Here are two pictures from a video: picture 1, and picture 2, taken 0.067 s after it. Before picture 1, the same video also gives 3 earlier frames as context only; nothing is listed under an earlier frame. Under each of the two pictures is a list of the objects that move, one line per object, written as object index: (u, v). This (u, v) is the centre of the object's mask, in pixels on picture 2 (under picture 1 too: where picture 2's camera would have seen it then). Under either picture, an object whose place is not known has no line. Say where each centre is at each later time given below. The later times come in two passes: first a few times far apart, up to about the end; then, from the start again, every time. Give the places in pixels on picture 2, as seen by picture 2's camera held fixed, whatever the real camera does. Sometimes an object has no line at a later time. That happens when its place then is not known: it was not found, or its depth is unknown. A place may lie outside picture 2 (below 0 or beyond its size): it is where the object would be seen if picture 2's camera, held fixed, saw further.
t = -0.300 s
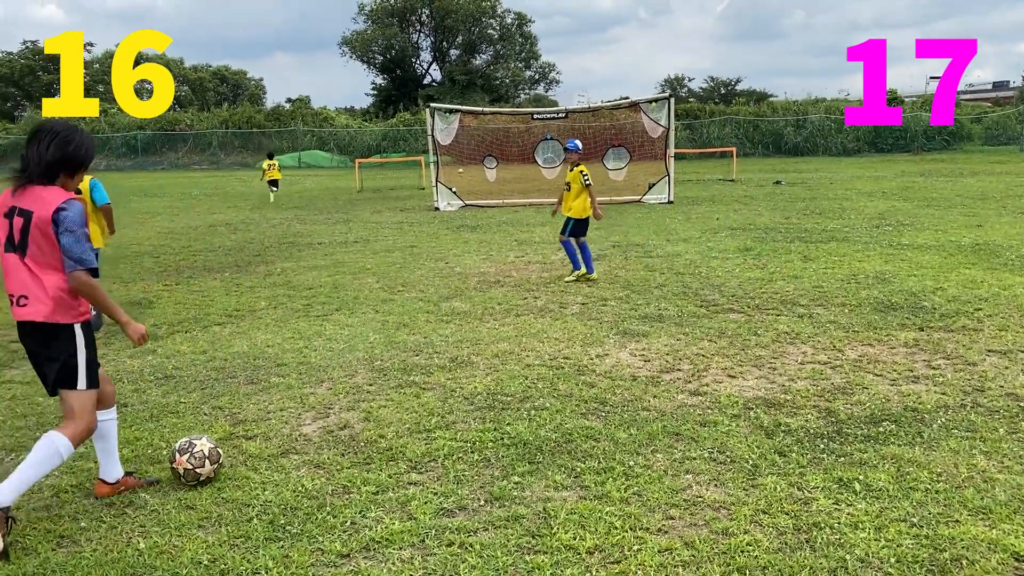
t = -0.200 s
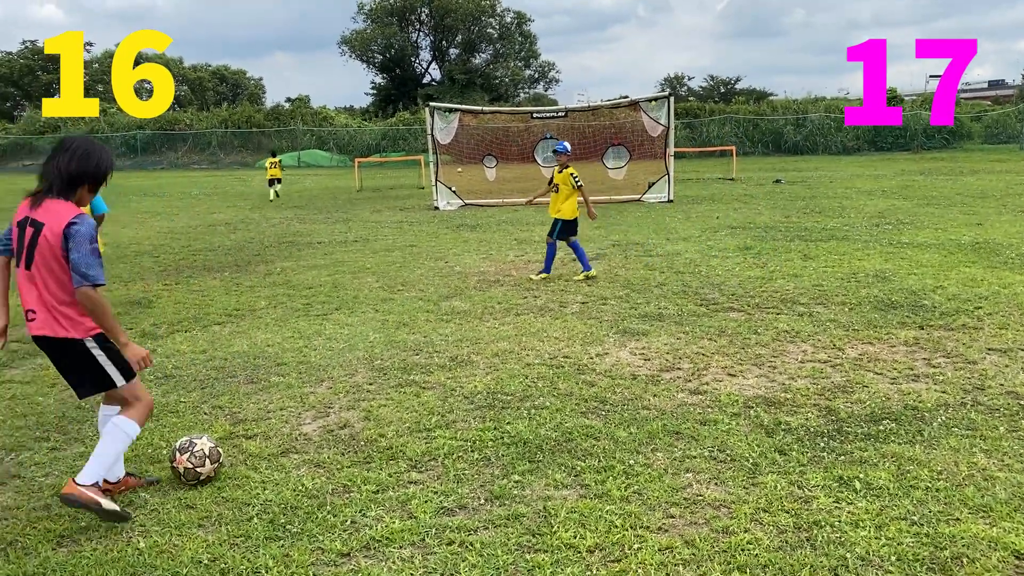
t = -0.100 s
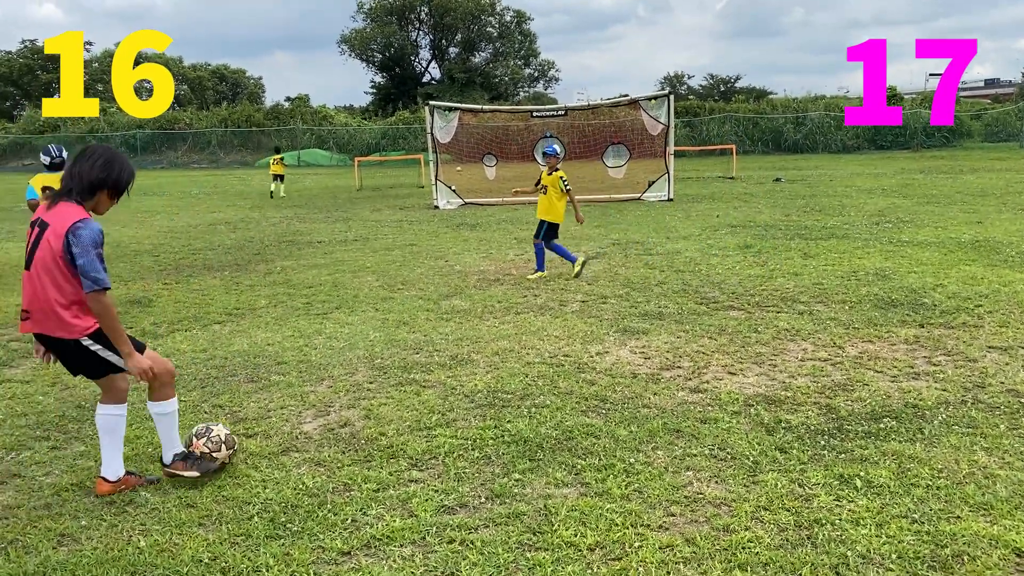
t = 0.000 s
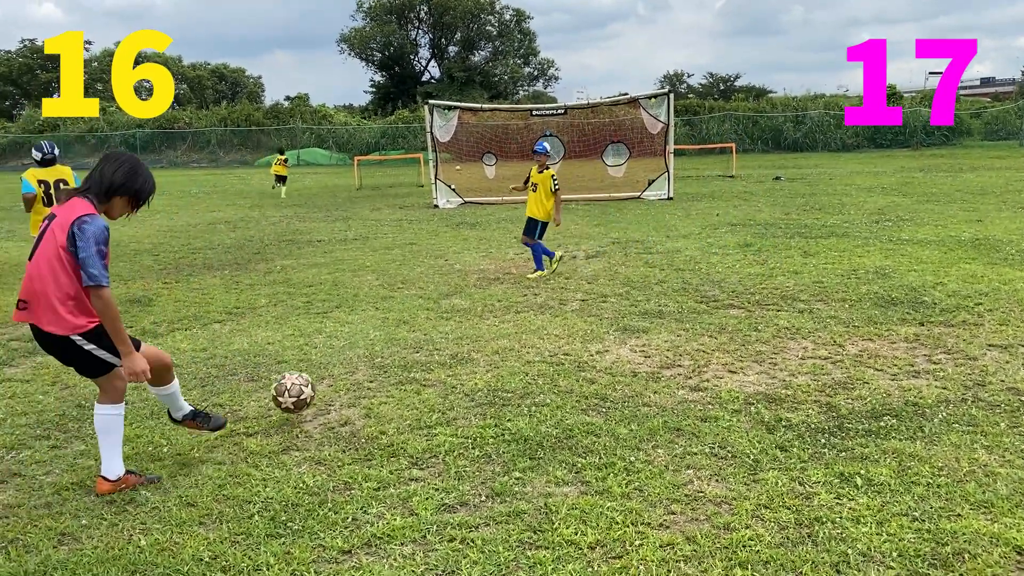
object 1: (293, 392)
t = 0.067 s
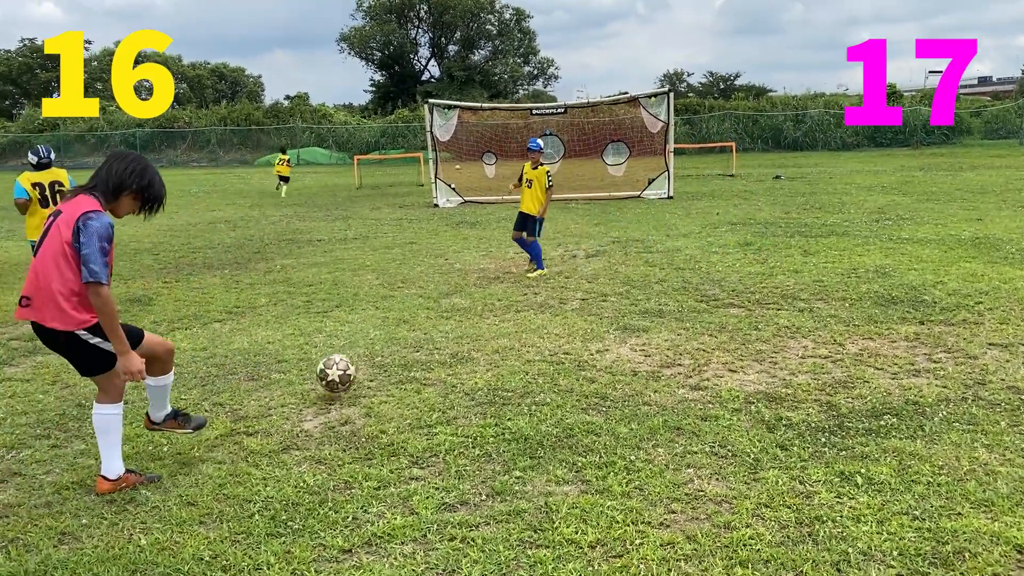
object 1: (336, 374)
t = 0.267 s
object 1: (416, 327)
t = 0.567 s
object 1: (476, 293)
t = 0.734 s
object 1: (496, 292)
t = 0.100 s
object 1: (355, 369)
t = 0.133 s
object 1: (371, 365)
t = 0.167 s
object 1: (384, 352)
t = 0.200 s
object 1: (395, 342)
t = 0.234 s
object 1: (405, 333)
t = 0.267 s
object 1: (416, 327)
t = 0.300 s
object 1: (425, 323)
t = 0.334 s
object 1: (434, 321)
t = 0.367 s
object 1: (444, 320)
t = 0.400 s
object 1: (452, 321)
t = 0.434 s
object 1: (458, 315)
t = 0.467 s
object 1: (462, 307)
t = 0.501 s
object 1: (467, 300)
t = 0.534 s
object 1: (471, 296)
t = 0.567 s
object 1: (476, 293)
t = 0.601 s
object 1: (480, 290)
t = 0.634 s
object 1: (485, 290)
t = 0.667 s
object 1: (488, 292)
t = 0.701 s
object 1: (492, 294)
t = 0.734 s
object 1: (496, 292)
